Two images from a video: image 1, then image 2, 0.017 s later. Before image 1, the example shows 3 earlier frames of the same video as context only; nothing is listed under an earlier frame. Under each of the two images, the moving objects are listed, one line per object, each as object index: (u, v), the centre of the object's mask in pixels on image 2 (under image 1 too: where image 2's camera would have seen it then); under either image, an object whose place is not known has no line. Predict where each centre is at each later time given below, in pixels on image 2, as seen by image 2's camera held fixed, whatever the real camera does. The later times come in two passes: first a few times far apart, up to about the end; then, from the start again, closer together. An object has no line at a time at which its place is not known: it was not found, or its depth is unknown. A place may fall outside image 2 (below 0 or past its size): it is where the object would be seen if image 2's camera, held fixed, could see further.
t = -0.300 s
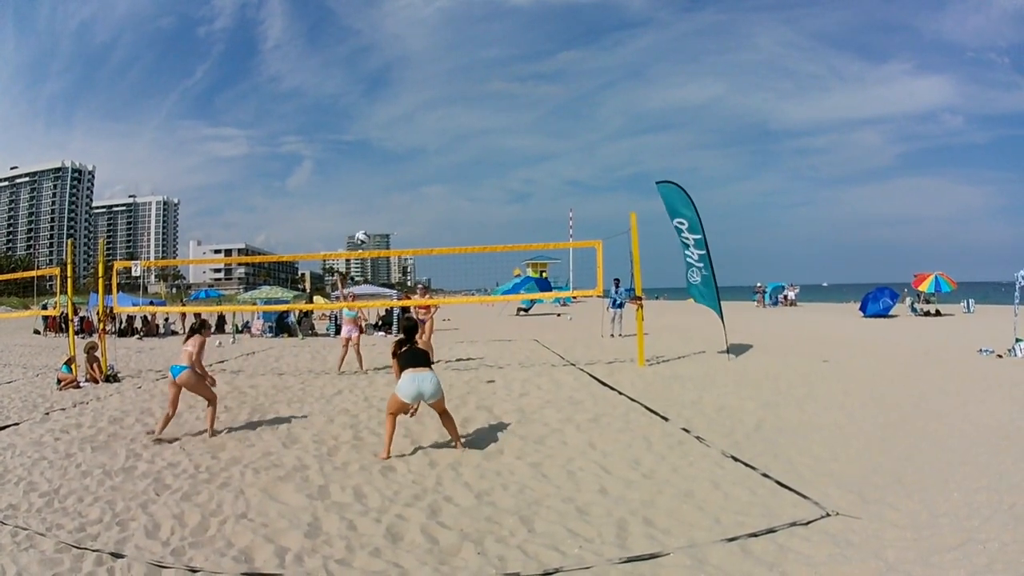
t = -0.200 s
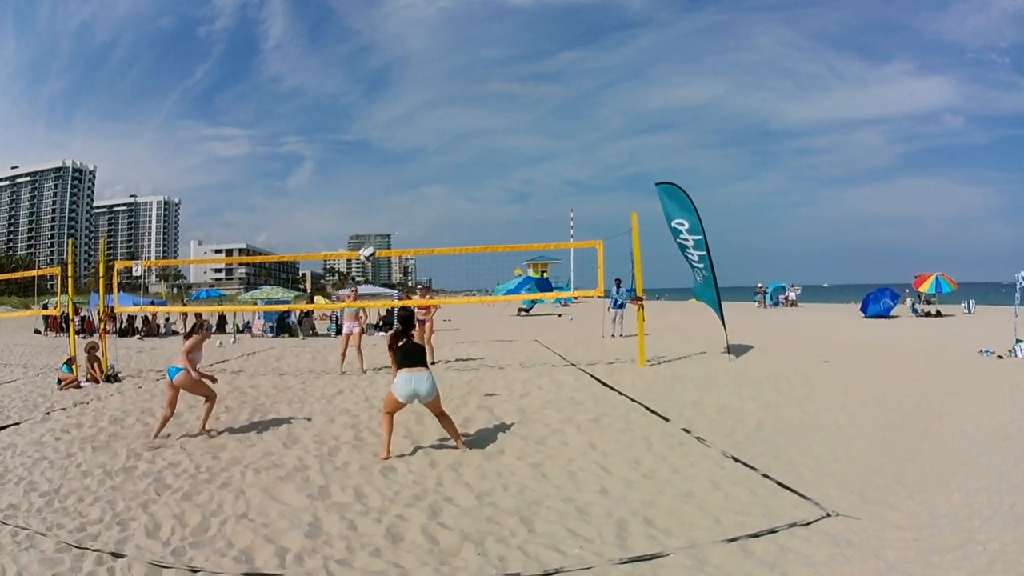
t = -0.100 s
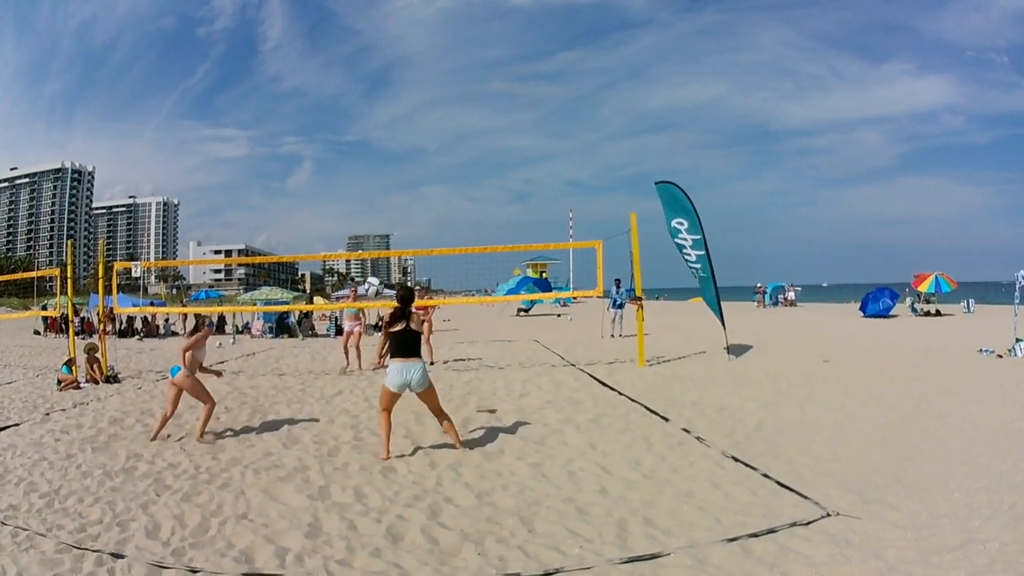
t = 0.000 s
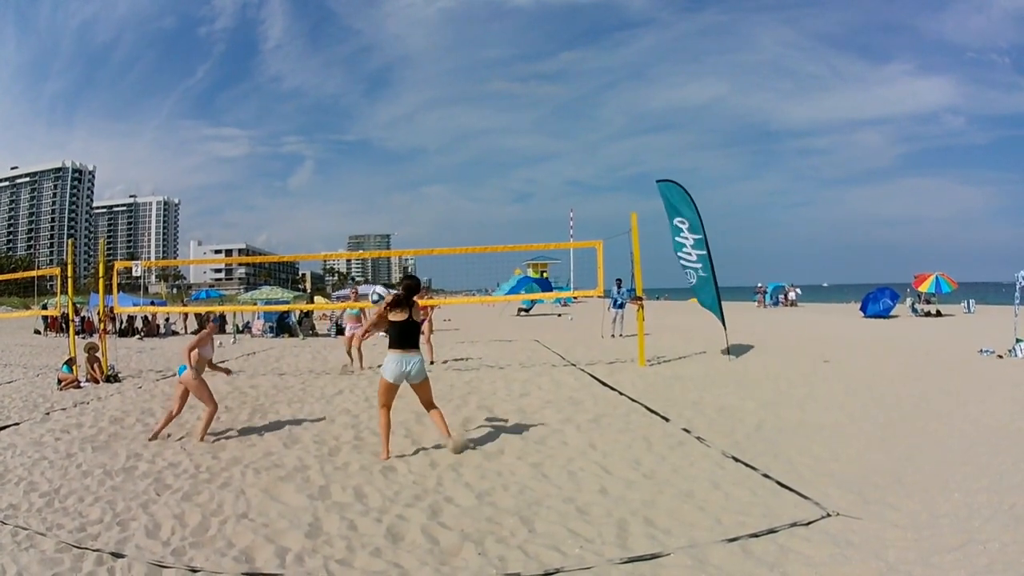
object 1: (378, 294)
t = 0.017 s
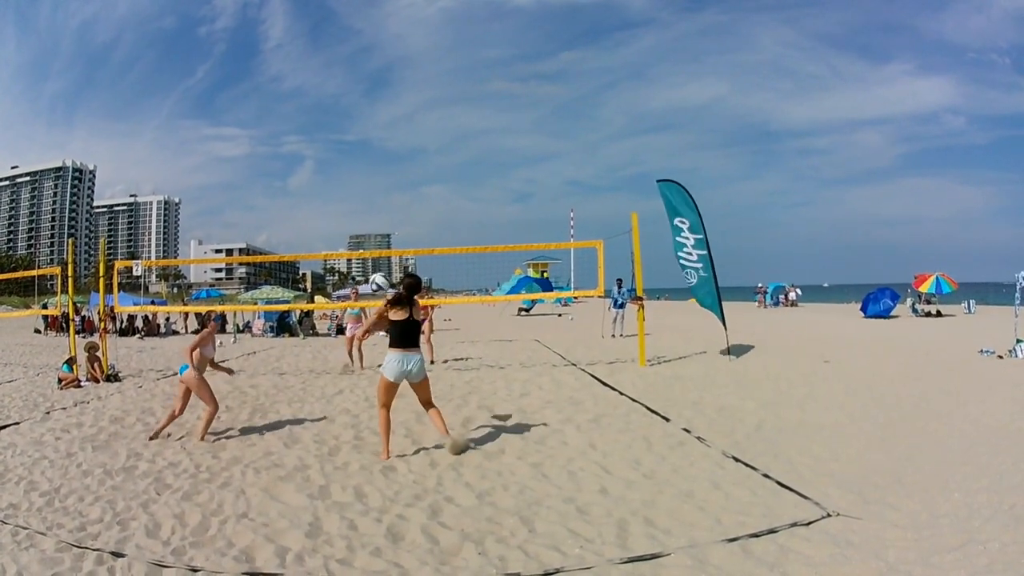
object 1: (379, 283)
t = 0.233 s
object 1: (375, 168)
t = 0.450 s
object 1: (371, 115)
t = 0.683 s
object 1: (366, 105)
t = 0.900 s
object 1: (360, 128)
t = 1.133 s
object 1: (353, 182)
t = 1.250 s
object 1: (350, 219)
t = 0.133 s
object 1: (376, 212)
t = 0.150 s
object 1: (376, 203)
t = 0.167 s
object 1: (376, 195)
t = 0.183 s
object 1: (376, 187)
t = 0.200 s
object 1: (375, 180)
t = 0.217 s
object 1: (375, 174)
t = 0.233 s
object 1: (375, 168)
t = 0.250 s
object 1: (375, 161)
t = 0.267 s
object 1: (375, 156)
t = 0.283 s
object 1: (375, 150)
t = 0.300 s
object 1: (374, 145)
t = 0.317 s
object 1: (374, 141)
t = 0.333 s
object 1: (373, 137)
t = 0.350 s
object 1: (373, 132)
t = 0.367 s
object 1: (373, 129)
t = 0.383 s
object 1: (373, 126)
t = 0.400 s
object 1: (372, 123)
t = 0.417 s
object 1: (372, 120)
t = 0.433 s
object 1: (371, 117)
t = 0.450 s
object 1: (371, 115)
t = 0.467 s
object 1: (371, 113)
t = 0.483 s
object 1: (371, 111)
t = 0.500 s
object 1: (371, 109)
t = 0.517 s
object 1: (370, 107)
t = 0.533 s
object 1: (370, 106)
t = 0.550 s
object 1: (370, 106)
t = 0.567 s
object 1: (369, 106)
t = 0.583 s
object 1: (369, 104)
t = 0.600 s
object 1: (369, 104)
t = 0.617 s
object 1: (368, 103)
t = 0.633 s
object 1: (368, 103)
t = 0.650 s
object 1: (367, 104)
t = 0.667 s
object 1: (367, 104)
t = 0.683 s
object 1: (366, 105)
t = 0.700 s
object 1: (365, 106)
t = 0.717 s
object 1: (365, 107)
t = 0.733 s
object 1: (364, 108)
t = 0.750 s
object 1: (364, 109)
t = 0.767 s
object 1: (363, 111)
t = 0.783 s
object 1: (363, 112)
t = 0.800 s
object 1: (362, 114)
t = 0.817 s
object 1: (362, 116)
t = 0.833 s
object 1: (362, 117)
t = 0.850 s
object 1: (361, 120)
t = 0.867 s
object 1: (361, 123)
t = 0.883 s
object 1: (360, 125)
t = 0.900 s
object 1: (360, 128)
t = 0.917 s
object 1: (359, 131)
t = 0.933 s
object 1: (359, 134)
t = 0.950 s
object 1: (358, 137)
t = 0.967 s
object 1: (358, 140)
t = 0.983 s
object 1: (357, 144)
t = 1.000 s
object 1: (357, 147)
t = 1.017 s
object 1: (357, 151)
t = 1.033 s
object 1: (357, 155)
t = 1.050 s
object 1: (356, 159)
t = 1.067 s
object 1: (354, 164)
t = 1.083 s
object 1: (353, 168)
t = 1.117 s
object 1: (353, 177)
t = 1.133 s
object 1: (353, 182)
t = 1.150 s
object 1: (353, 187)
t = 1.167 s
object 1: (352, 192)
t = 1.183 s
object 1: (352, 197)
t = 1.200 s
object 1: (352, 203)
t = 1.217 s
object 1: (351, 208)
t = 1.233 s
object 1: (351, 214)
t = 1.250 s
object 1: (350, 219)
